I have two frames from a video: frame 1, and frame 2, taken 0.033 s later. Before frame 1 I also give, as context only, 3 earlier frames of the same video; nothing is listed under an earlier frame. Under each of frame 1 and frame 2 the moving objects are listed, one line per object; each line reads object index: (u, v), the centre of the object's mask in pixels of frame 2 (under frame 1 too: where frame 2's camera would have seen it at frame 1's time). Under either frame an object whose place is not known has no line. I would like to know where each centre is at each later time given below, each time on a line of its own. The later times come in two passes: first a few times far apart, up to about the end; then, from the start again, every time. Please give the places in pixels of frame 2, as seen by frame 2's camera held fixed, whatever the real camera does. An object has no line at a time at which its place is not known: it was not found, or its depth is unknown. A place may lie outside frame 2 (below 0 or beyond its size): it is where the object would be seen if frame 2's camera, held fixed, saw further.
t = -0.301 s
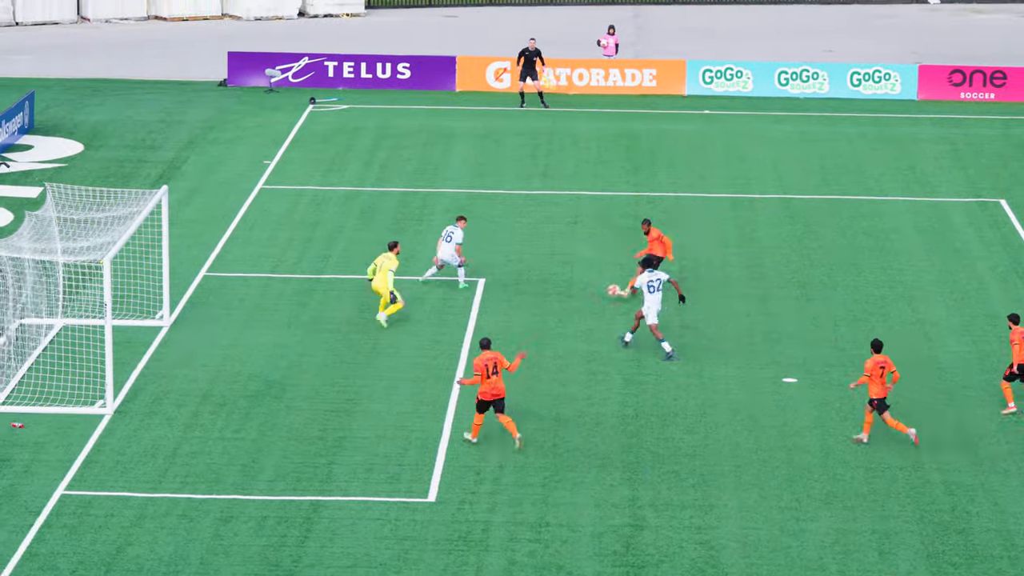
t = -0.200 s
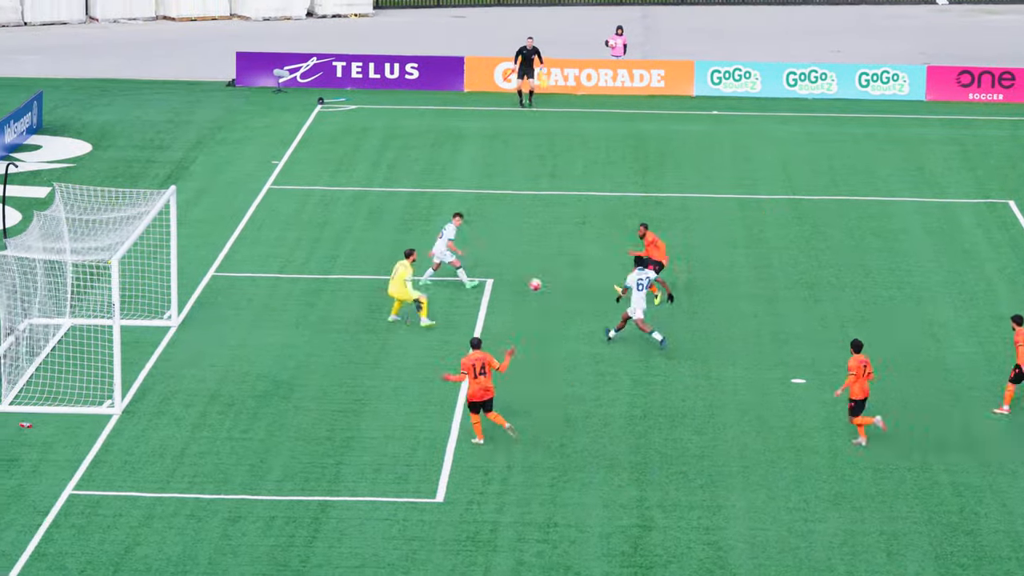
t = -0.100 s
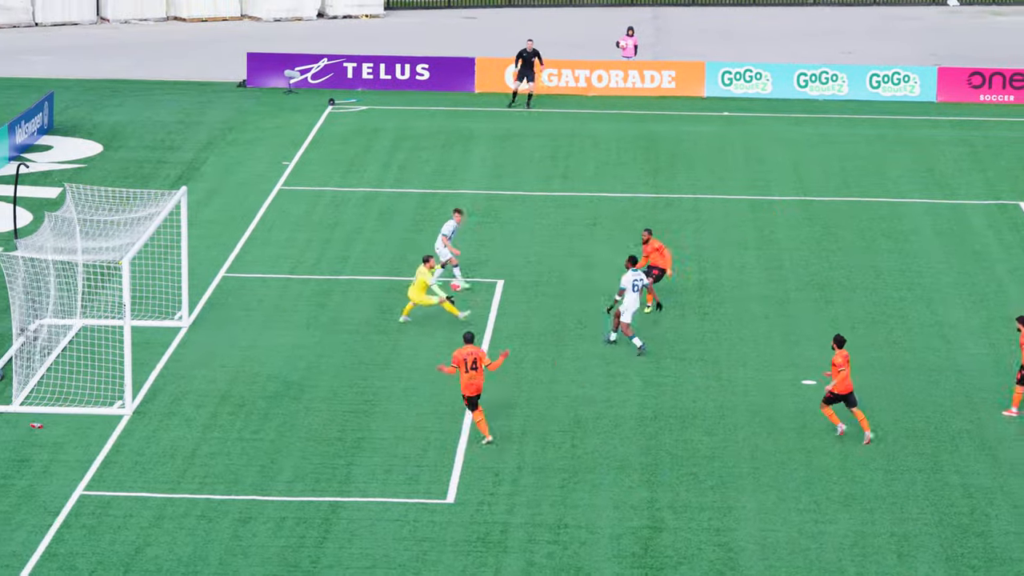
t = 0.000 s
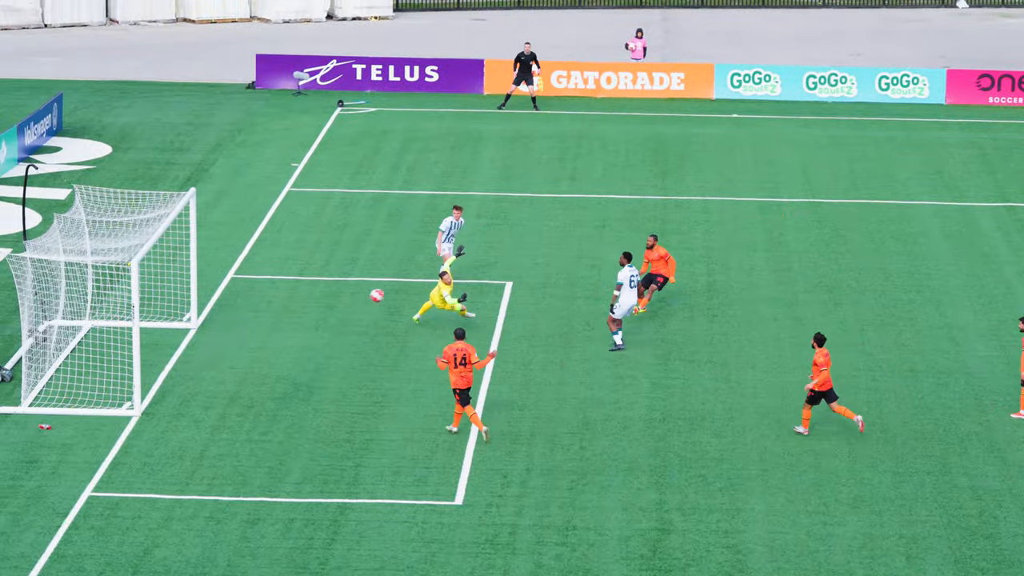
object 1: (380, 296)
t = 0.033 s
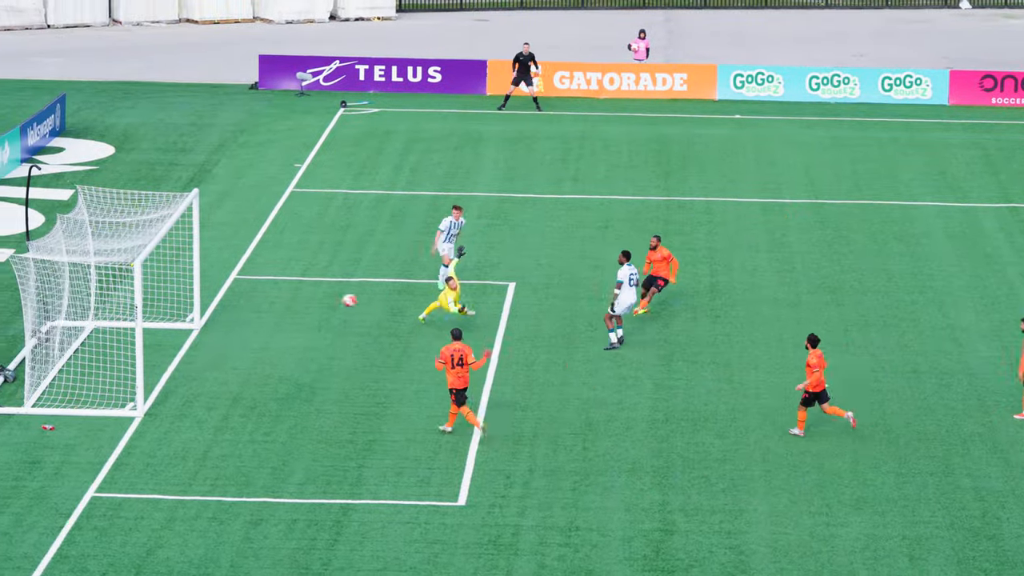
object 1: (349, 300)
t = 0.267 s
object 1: (162, 339)
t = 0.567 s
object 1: (90, 362)
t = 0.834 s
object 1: (54, 380)
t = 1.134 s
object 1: (40, 386)
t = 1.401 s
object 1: (31, 384)
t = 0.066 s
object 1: (318, 305)
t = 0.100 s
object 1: (287, 310)
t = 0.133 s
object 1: (256, 316)
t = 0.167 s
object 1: (225, 323)
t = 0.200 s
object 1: (192, 330)
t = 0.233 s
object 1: (170, 337)
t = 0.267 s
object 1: (162, 339)
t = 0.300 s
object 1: (154, 341)
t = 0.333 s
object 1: (148, 344)
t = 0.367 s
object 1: (133, 346)
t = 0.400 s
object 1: (128, 349)
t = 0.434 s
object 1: (122, 350)
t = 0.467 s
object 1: (114, 353)
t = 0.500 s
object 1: (107, 356)
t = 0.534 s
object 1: (98, 359)
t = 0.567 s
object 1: (90, 362)
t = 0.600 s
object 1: (82, 365)
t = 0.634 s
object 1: (75, 368)
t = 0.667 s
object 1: (70, 370)
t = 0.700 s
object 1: (65, 372)
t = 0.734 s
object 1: (61, 374)
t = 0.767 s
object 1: (59, 376)
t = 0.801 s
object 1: (57, 378)
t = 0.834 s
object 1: (54, 380)
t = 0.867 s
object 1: (53, 381)
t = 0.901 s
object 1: (50, 383)
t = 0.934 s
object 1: (49, 384)
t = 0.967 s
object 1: (48, 385)
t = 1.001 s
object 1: (46, 385)
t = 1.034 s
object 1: (44, 385)
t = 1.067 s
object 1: (43, 386)
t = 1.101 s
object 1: (41, 386)
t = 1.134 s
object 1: (40, 386)
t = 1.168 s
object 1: (40, 386)
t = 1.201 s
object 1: (39, 386)
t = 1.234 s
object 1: (38, 386)
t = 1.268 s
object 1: (35, 385)
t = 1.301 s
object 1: (34, 385)
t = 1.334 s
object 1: (33, 385)
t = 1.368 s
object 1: (31, 385)
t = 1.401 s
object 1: (31, 384)
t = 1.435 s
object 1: (29, 384)
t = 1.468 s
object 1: (28, 384)
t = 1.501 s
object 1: (29, 383)
